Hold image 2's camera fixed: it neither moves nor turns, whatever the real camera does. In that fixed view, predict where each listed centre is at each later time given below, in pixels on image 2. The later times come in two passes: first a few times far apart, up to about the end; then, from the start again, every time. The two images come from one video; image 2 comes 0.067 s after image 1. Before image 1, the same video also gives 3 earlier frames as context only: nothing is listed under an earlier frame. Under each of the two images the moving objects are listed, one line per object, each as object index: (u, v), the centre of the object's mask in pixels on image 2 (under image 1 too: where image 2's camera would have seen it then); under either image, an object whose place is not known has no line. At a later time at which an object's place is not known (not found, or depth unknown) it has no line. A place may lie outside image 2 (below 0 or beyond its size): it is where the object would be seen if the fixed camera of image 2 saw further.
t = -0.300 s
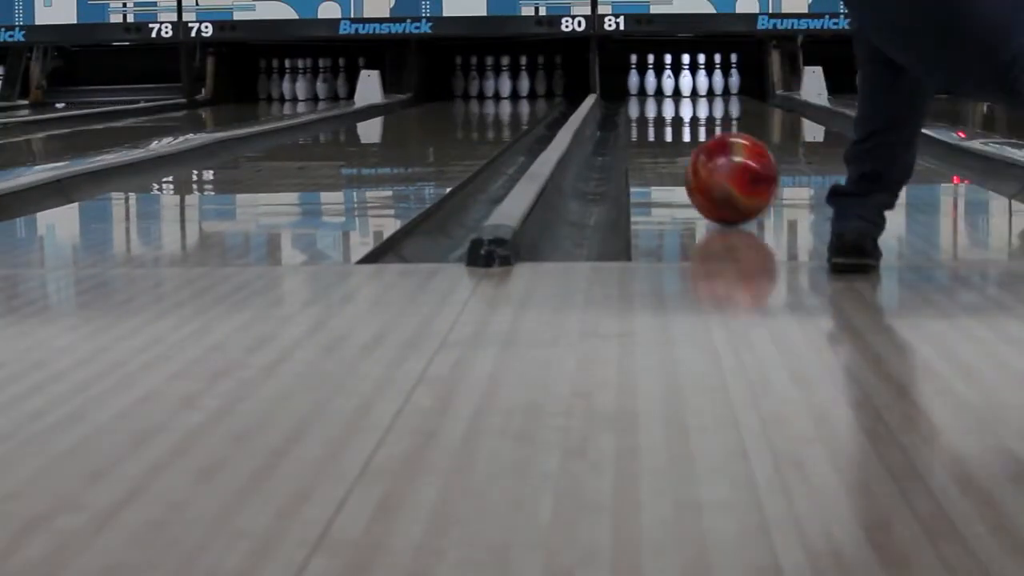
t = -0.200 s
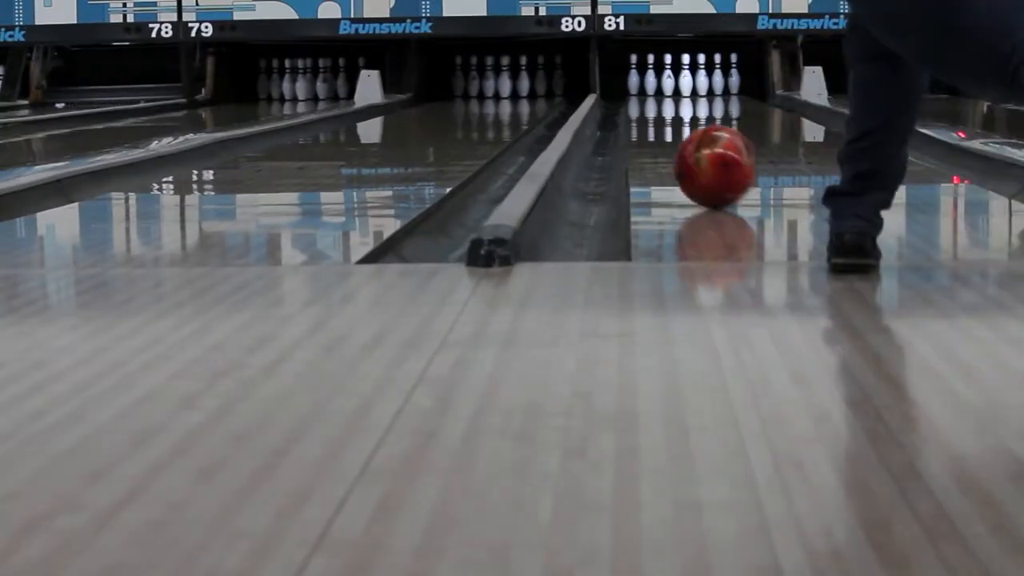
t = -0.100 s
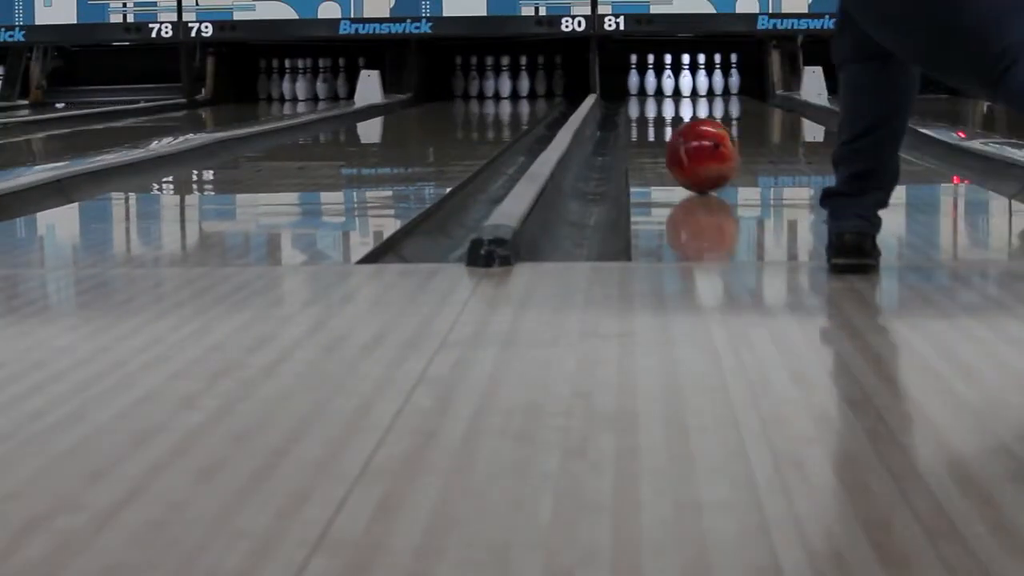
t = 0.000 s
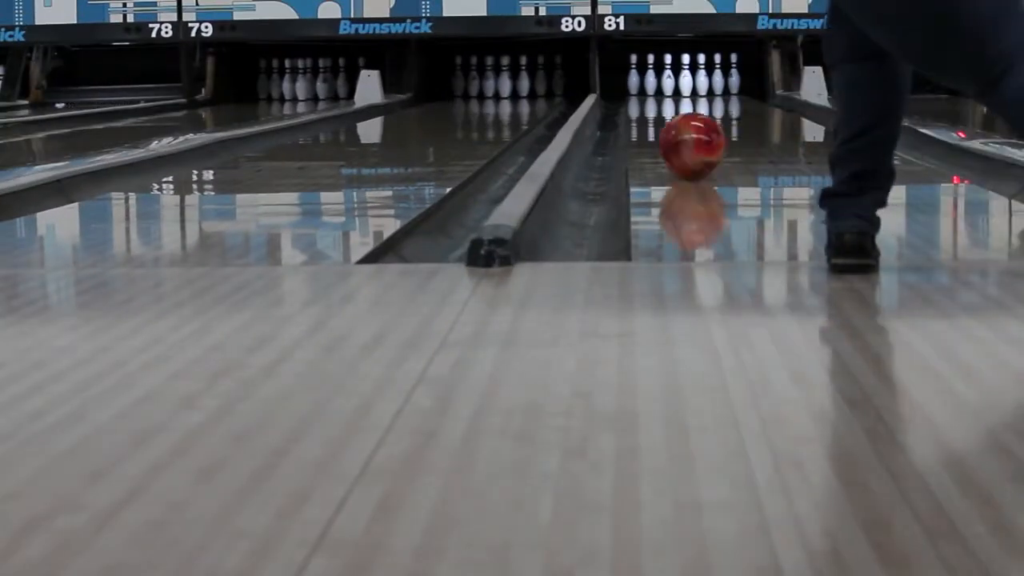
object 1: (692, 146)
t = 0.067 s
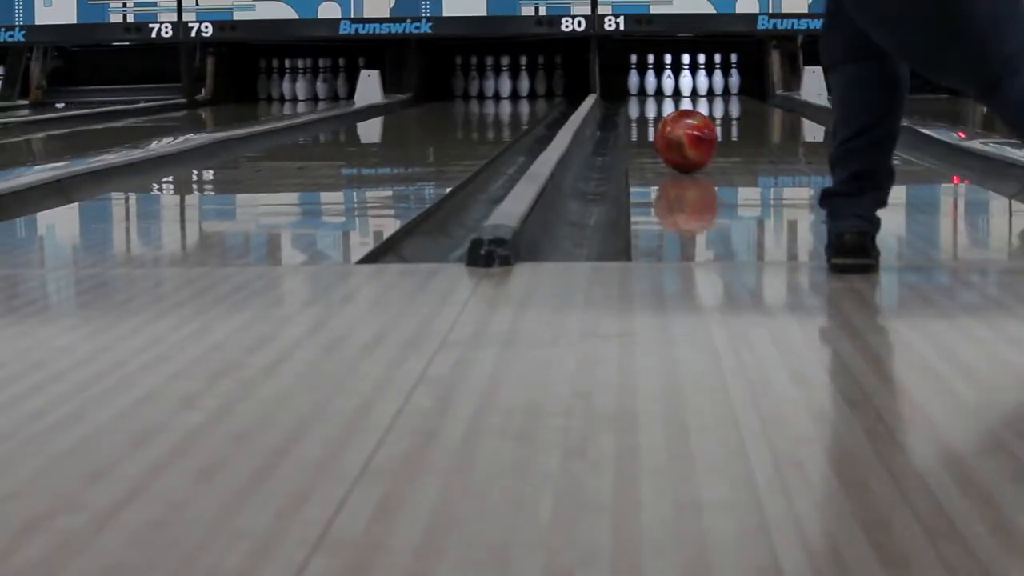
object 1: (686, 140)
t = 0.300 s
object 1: (671, 126)
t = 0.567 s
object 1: (660, 114)
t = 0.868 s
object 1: (654, 104)
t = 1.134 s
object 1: (651, 98)
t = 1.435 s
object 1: (652, 92)
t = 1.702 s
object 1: (659, 89)
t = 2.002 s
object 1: (670, 86)
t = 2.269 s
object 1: (676, 84)
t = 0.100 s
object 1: (684, 138)
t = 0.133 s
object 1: (681, 135)
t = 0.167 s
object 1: (679, 134)
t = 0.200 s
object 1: (677, 131)
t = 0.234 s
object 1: (674, 129)
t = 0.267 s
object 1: (673, 128)
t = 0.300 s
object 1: (671, 126)
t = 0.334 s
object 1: (669, 124)
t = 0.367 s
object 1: (667, 123)
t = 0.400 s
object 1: (666, 120)
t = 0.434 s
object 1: (665, 119)
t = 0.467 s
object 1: (663, 117)
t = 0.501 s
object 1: (662, 116)
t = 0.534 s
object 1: (661, 115)
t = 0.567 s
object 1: (660, 114)
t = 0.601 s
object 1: (660, 113)
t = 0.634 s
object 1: (658, 112)
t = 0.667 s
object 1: (658, 111)
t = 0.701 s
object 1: (657, 109)
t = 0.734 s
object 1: (656, 108)
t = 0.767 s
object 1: (656, 107)
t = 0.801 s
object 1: (655, 106)
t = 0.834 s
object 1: (654, 105)
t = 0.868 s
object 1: (654, 104)
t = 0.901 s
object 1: (653, 104)
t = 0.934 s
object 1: (653, 103)
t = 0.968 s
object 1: (652, 102)
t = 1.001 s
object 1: (652, 101)
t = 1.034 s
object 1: (652, 100)
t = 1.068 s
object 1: (651, 99)
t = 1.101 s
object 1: (651, 98)
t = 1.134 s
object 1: (651, 98)
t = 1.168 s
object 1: (651, 97)
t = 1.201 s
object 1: (651, 96)
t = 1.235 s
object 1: (651, 96)
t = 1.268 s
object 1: (651, 95)
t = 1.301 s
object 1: (651, 94)
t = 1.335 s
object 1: (651, 94)
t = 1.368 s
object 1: (652, 94)
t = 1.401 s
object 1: (652, 93)
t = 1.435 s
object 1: (652, 92)
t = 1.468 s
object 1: (653, 92)
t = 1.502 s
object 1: (653, 91)
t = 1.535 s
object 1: (654, 91)
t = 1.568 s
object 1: (655, 90)
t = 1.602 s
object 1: (655, 90)
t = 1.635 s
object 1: (656, 89)
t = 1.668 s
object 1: (657, 89)
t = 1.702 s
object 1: (659, 89)
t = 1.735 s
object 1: (660, 88)
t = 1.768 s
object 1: (661, 88)
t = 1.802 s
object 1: (662, 88)
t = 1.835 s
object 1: (664, 87)
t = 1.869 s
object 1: (665, 87)
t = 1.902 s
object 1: (666, 86)
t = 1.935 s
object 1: (668, 87)
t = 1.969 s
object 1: (669, 86)
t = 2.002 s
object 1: (670, 86)
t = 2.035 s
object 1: (671, 85)
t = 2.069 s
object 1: (673, 85)
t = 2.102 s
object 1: (675, 84)
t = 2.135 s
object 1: (676, 84)
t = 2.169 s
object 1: (676, 84)
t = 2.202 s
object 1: (675, 84)
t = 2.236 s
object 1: (675, 84)
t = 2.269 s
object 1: (676, 84)
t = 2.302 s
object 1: (675, 84)
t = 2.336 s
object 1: (674, 84)
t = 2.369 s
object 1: (675, 84)
